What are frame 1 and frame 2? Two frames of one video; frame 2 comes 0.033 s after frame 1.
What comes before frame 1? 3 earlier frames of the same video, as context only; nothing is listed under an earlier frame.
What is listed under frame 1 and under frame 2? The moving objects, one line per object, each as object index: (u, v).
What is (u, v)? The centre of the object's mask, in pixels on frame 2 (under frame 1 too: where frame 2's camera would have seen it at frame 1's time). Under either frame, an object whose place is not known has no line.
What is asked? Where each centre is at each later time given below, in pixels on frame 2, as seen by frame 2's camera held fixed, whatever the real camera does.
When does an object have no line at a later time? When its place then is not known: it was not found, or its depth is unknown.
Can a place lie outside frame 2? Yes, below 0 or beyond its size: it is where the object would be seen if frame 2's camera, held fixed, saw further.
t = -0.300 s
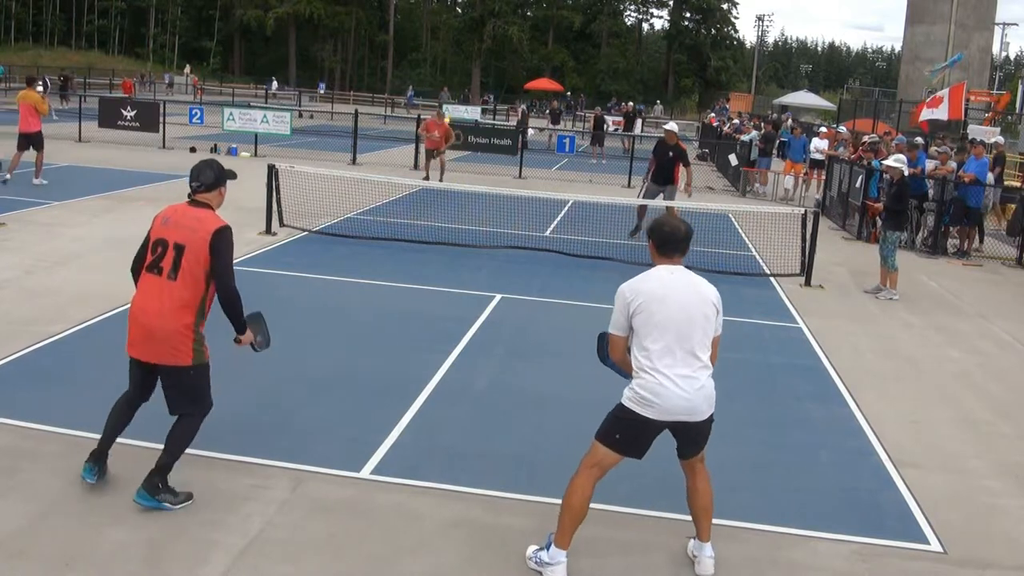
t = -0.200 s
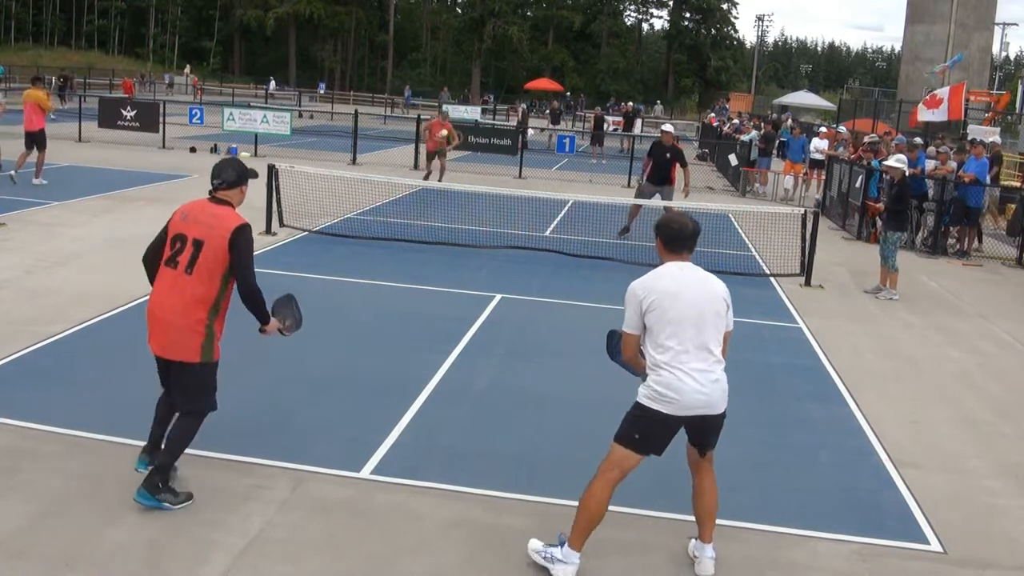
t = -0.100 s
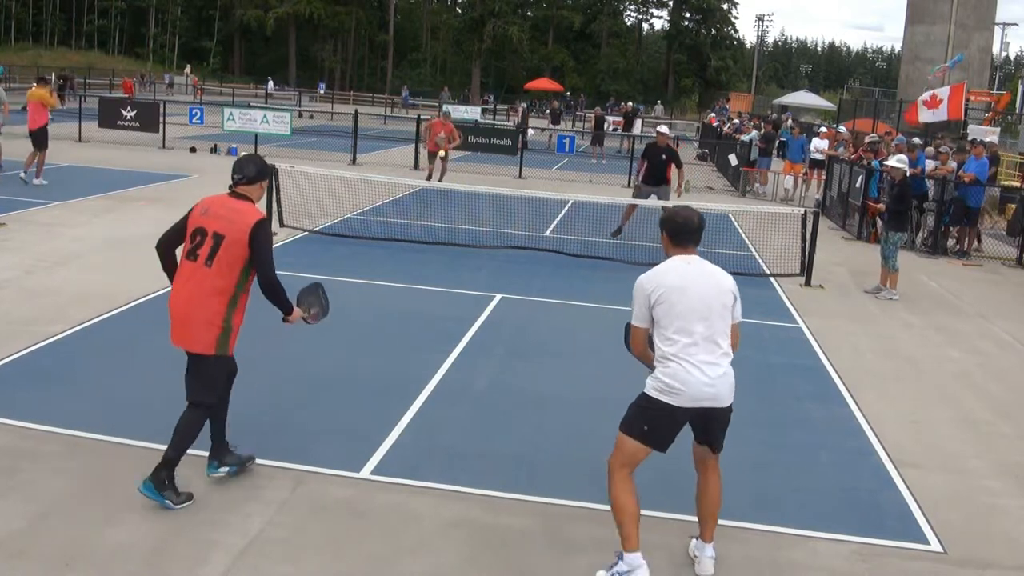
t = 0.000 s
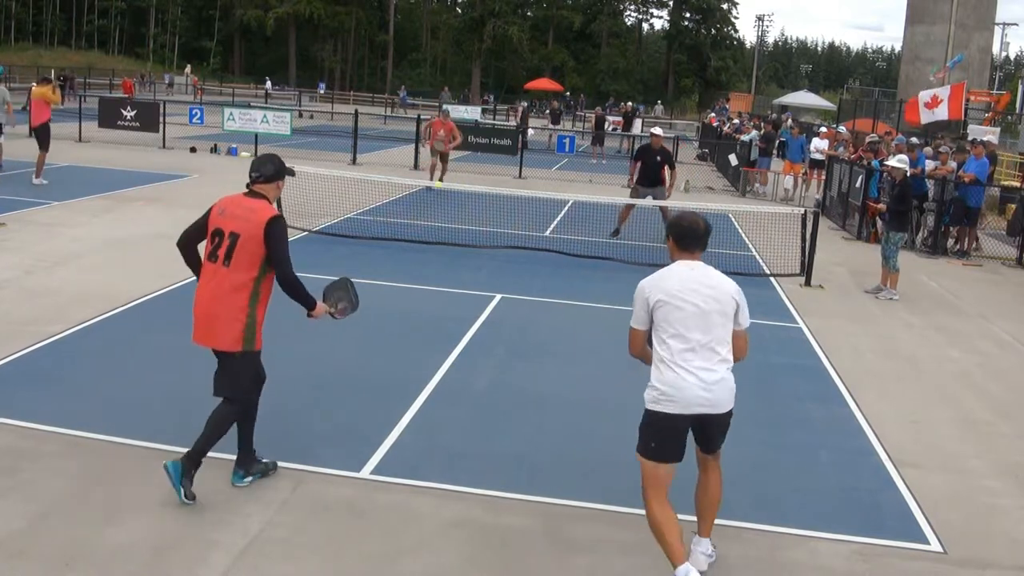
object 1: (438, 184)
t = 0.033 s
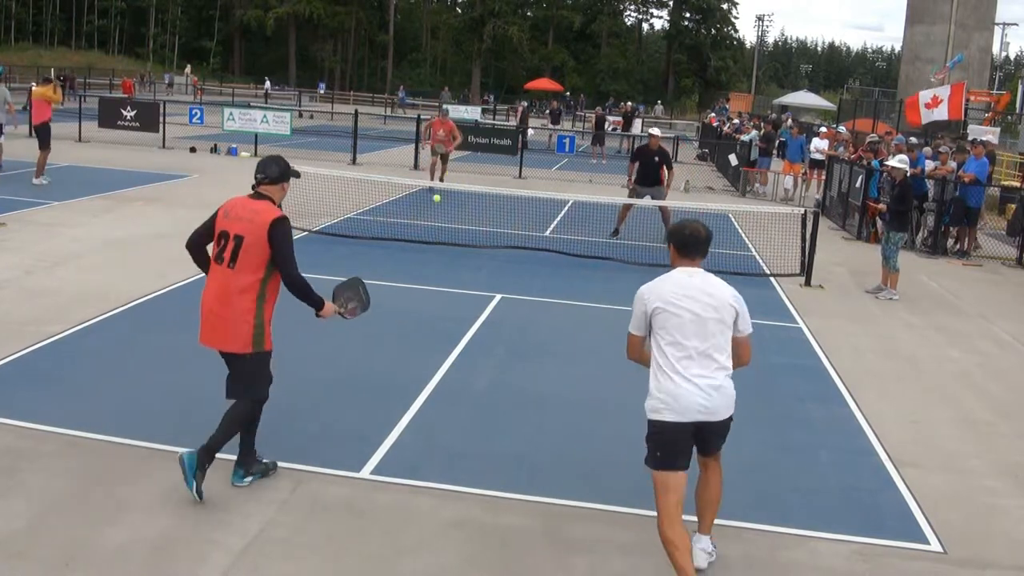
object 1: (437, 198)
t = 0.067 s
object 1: (435, 213)
